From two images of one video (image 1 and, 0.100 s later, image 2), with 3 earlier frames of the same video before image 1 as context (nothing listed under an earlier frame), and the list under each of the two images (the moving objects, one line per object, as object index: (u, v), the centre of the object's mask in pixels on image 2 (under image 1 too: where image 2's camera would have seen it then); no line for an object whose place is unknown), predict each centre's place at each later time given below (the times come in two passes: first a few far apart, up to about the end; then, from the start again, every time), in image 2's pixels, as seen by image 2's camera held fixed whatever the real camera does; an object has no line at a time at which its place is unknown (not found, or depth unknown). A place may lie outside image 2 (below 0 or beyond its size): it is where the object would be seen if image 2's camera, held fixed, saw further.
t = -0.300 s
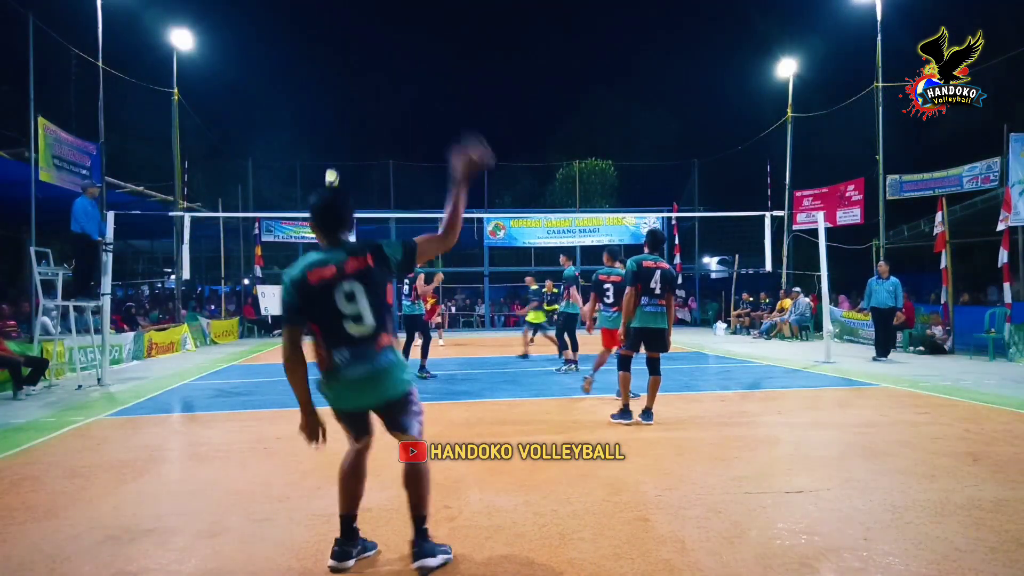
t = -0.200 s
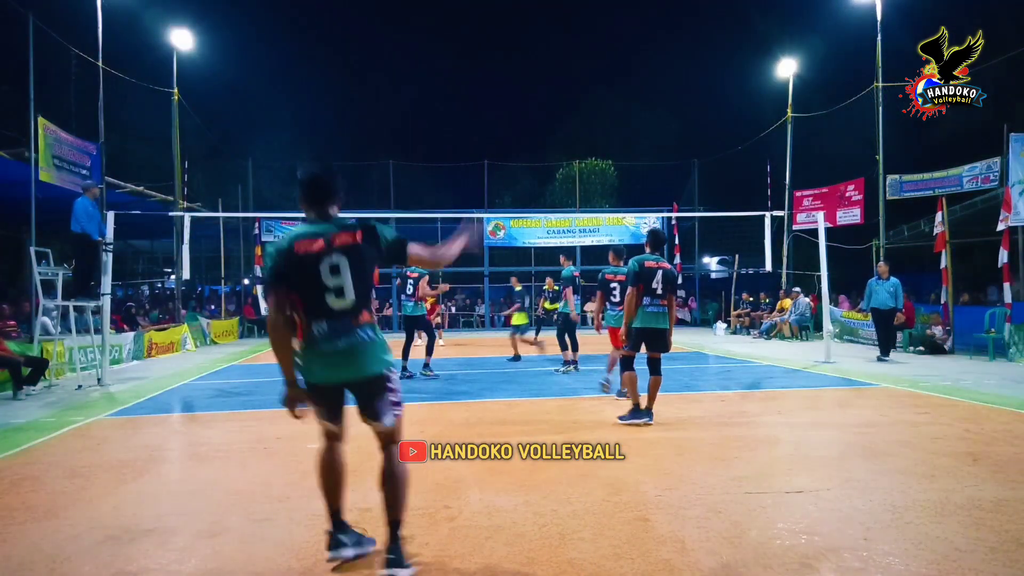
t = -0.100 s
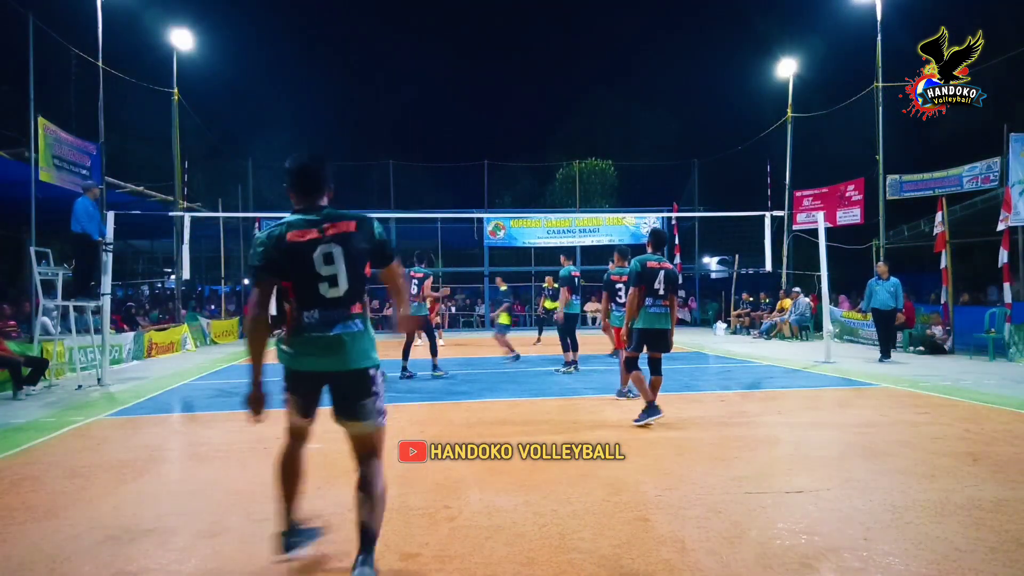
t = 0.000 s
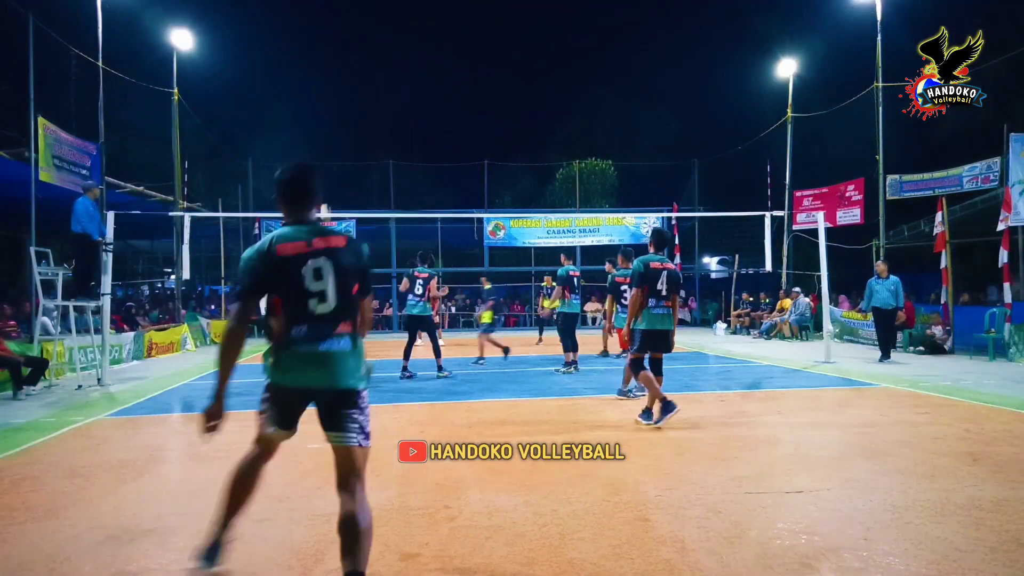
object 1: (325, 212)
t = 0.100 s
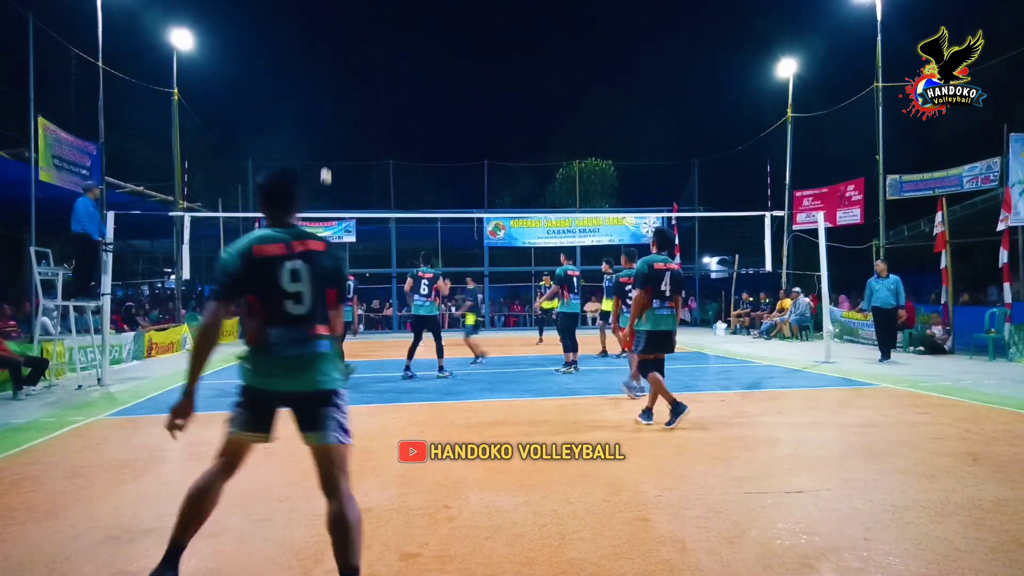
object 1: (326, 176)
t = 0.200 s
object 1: (326, 143)
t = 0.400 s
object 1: (327, 92)
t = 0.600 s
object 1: (329, 60)
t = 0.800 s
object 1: (331, 47)
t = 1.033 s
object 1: (333, 59)
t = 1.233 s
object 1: (336, 93)
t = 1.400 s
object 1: (339, 140)
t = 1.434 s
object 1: (340, 151)
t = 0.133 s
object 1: (326, 164)
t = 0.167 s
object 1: (326, 153)
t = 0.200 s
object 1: (326, 143)
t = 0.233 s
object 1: (327, 133)
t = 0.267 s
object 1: (327, 124)
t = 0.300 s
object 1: (327, 115)
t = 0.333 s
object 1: (327, 106)
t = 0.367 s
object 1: (327, 99)
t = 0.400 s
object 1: (327, 92)
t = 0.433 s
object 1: (328, 85)
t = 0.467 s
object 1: (328, 79)
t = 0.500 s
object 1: (328, 73)
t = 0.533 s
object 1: (328, 68)
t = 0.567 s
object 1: (328, 63)
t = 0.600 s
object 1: (329, 60)
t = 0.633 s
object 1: (329, 56)
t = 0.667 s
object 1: (329, 53)
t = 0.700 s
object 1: (330, 51)
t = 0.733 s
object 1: (330, 49)
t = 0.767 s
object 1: (330, 48)
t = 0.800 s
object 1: (331, 47)
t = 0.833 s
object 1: (331, 47)
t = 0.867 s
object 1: (331, 48)
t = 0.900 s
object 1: (332, 49)
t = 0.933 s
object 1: (332, 50)
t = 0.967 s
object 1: (333, 53)
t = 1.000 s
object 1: (333, 56)
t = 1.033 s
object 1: (333, 59)
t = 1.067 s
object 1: (334, 63)
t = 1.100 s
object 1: (334, 68)
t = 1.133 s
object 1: (335, 73)
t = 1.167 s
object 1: (335, 79)
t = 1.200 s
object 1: (336, 86)
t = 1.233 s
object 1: (336, 93)
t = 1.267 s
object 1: (337, 102)
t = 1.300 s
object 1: (338, 110)
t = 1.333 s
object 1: (338, 120)
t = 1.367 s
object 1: (339, 130)
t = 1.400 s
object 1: (339, 140)
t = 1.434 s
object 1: (340, 151)
